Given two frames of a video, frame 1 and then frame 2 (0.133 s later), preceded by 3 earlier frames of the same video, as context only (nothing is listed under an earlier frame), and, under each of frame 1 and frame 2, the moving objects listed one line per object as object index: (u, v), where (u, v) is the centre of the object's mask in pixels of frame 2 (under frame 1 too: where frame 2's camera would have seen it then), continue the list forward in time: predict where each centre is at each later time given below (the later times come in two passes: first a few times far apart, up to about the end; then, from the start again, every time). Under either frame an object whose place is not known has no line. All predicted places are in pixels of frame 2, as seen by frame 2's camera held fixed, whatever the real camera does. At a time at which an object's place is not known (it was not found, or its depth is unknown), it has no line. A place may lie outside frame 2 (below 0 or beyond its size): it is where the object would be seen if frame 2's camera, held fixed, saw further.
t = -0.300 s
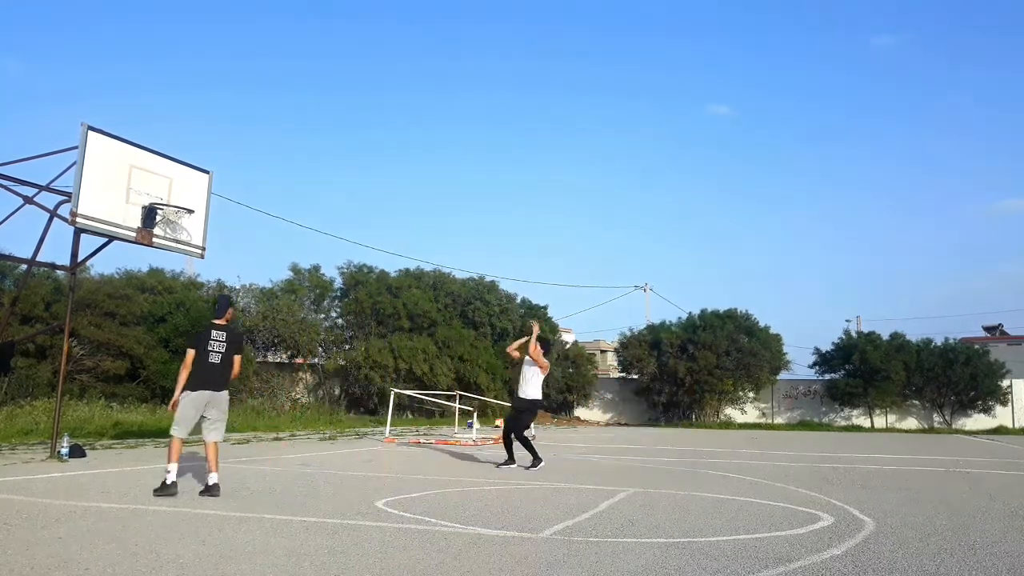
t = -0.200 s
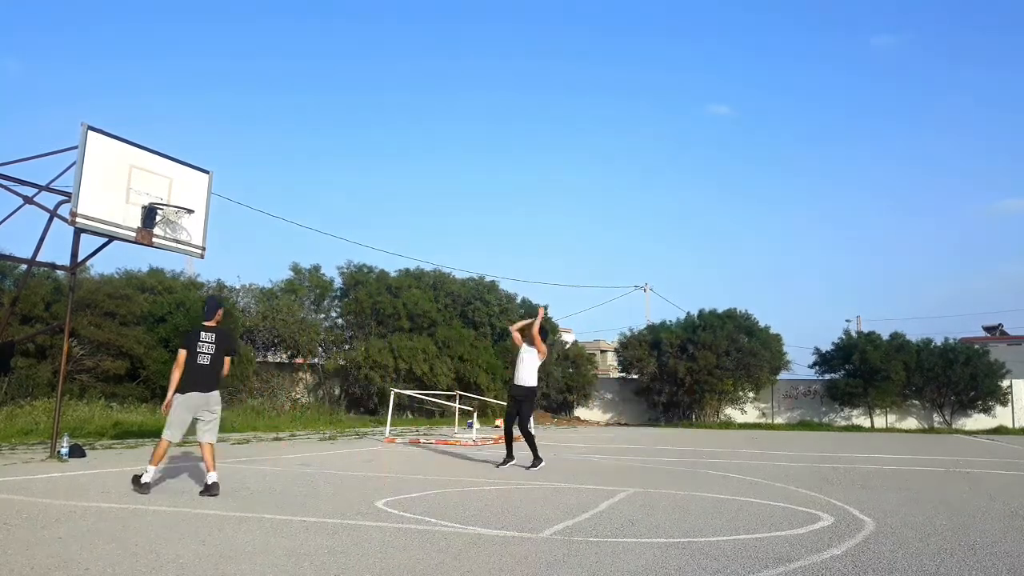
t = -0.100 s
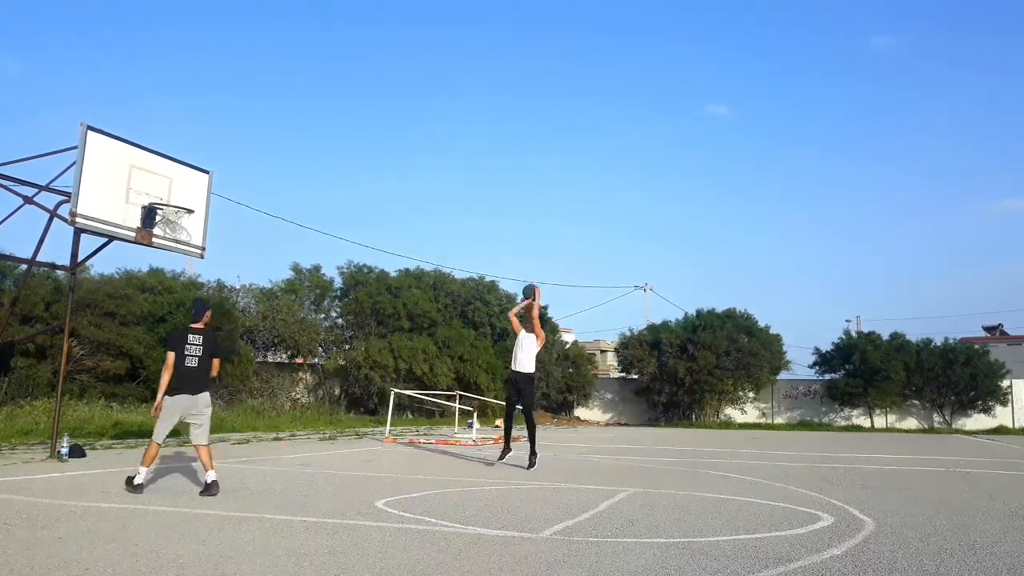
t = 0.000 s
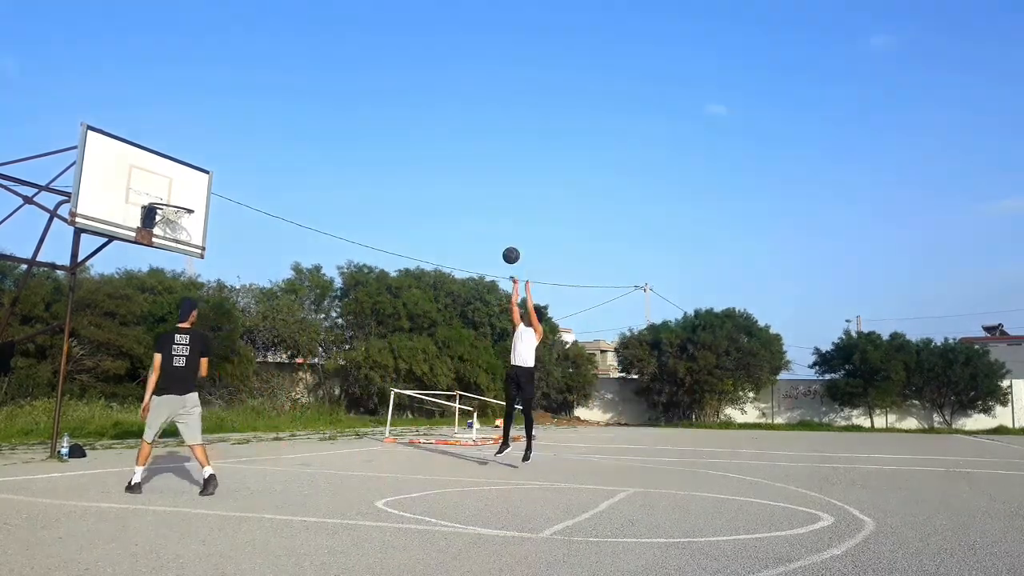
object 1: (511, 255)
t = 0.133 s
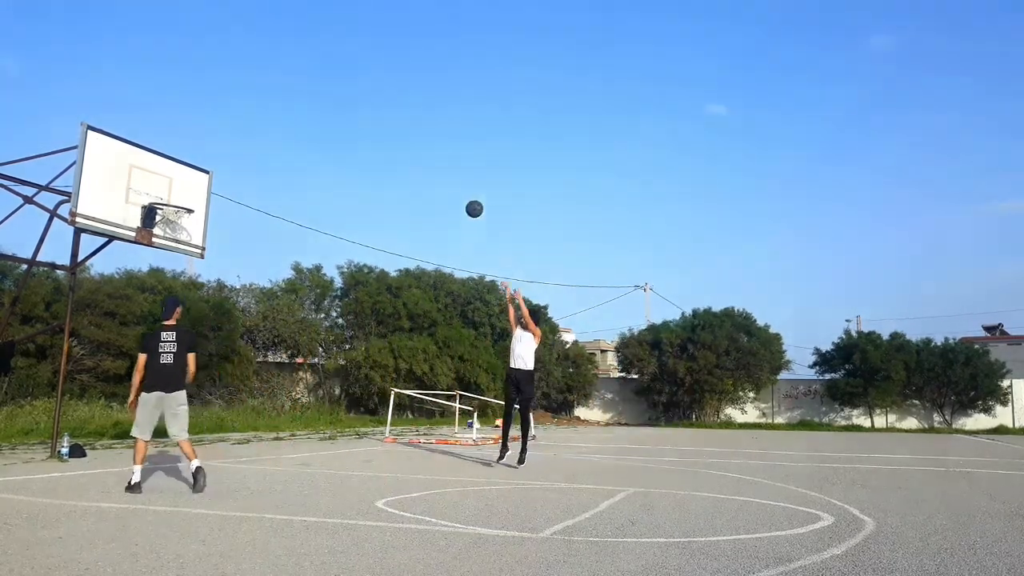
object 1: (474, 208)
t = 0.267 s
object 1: (436, 172)
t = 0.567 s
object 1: (342, 134)
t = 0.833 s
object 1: (246, 156)
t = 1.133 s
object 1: (117, 261)
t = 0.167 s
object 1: (465, 198)
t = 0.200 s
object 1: (455, 189)
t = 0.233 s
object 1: (446, 180)
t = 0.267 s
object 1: (436, 172)
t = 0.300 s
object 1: (426, 165)
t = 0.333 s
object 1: (416, 159)
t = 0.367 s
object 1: (406, 153)
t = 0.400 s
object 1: (396, 148)
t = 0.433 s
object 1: (386, 143)
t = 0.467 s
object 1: (375, 140)
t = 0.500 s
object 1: (364, 137)
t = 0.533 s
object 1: (354, 135)
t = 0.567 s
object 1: (342, 134)
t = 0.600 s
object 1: (331, 133)
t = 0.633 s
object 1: (320, 134)
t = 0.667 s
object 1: (308, 135)
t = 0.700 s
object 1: (296, 137)
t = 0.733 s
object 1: (284, 140)
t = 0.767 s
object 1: (272, 144)
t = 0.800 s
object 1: (259, 150)
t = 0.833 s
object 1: (246, 156)
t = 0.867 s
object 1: (233, 163)
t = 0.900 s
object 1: (221, 171)
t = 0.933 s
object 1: (206, 181)
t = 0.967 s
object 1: (192, 191)
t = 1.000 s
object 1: (178, 203)
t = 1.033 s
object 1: (164, 216)
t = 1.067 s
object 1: (150, 232)
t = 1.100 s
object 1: (132, 245)
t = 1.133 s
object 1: (117, 261)
